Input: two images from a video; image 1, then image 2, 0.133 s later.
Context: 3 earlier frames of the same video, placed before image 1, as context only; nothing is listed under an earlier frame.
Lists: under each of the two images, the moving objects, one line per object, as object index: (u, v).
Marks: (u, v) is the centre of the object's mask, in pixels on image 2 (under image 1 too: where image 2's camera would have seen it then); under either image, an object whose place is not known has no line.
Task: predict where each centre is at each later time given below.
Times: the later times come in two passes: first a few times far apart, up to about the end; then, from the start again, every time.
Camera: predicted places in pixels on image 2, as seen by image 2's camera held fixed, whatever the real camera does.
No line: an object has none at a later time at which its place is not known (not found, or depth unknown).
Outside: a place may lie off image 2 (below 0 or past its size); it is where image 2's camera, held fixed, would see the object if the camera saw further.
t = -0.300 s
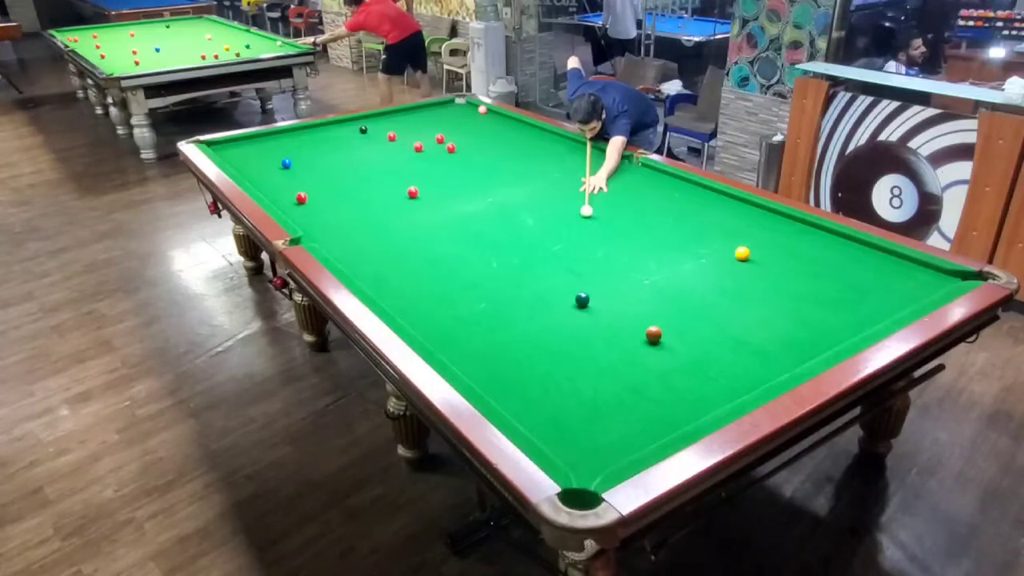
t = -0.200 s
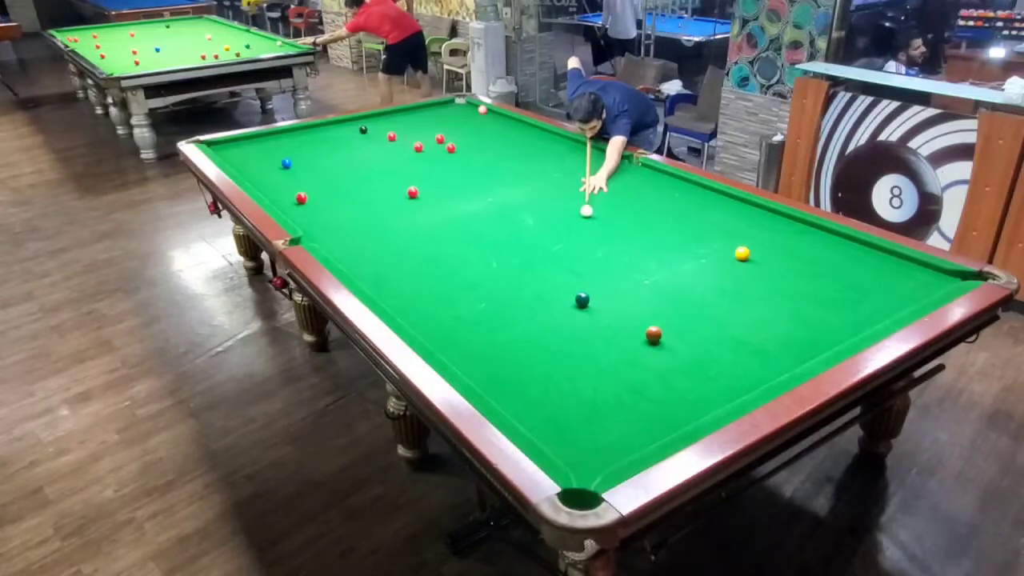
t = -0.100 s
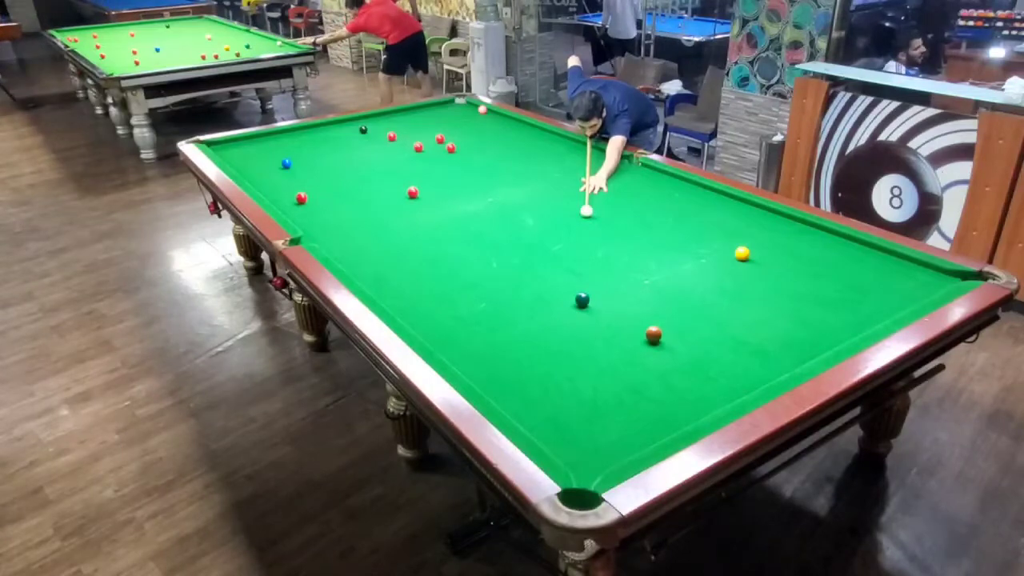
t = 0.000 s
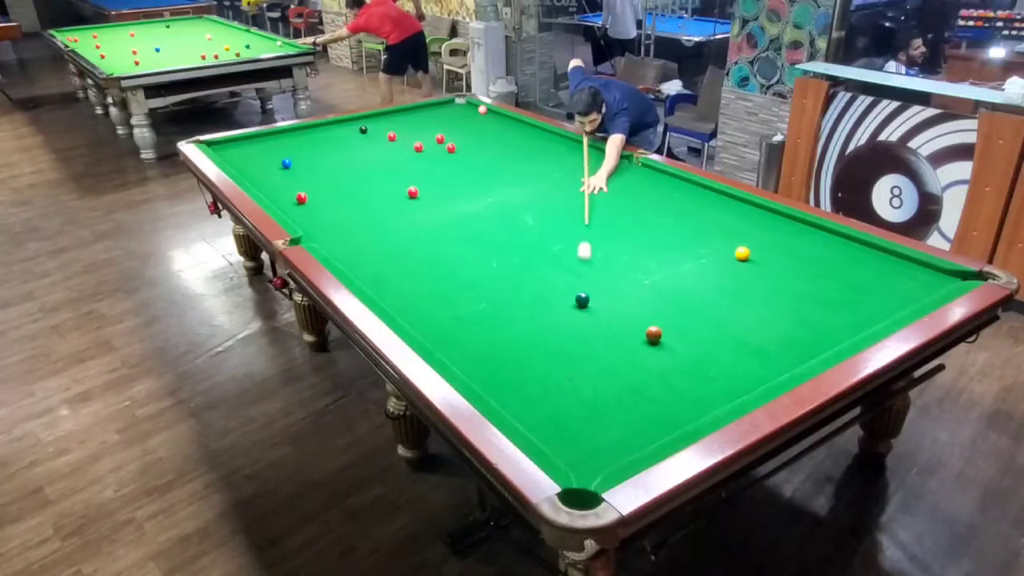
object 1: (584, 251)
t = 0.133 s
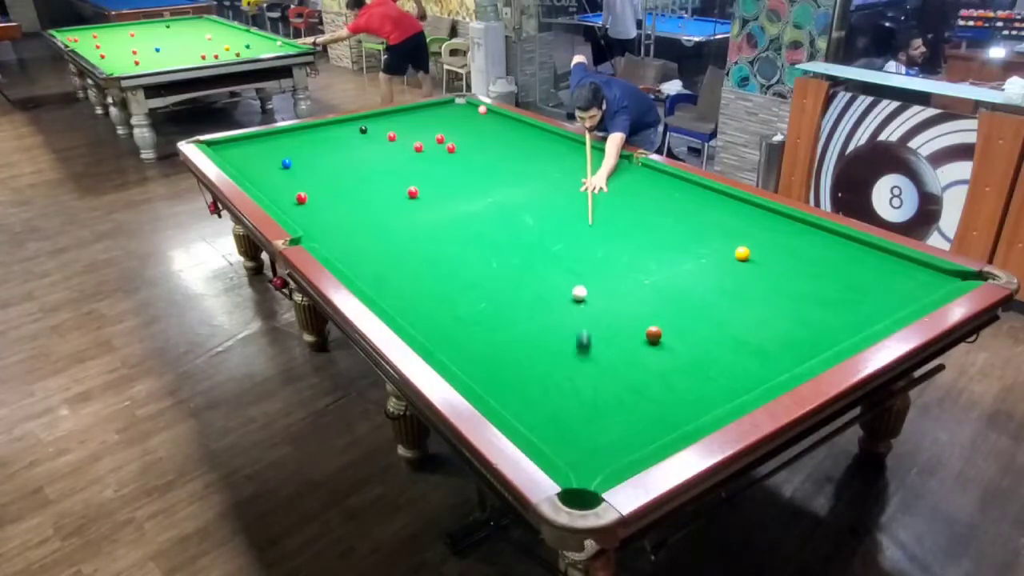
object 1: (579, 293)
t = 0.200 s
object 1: (577, 292)
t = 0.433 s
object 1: (570, 283)
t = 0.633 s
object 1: (566, 274)
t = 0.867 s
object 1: (562, 266)
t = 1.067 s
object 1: (558, 259)
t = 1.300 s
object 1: (554, 252)
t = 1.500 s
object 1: (552, 246)
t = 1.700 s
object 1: (549, 242)
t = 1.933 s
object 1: (547, 237)
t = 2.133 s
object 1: (545, 233)
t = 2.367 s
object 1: (543, 229)
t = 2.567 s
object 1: (542, 227)
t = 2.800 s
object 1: (540, 224)
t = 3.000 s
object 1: (540, 222)
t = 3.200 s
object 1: (539, 220)
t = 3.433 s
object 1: (539, 219)
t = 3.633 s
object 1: (539, 218)
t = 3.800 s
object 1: (539, 217)
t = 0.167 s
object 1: (578, 293)
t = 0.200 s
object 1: (577, 292)
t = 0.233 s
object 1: (575, 292)
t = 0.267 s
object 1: (575, 291)
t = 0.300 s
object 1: (574, 289)
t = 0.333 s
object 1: (573, 287)
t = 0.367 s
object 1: (572, 286)
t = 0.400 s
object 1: (571, 284)
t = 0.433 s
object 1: (570, 283)
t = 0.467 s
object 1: (570, 281)
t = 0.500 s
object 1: (569, 280)
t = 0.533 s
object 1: (568, 279)
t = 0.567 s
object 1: (567, 277)
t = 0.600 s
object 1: (566, 276)
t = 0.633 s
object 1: (566, 274)
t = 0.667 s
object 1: (565, 273)
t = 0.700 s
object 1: (565, 272)
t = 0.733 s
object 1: (564, 271)
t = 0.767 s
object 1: (564, 269)
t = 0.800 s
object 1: (563, 268)
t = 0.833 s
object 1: (562, 267)
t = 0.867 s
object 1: (562, 266)
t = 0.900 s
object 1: (561, 265)
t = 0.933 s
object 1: (560, 264)
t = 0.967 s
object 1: (560, 262)
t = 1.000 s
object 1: (559, 261)
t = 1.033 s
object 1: (559, 260)
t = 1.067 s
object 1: (558, 259)
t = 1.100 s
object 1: (557, 258)
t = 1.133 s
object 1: (557, 257)
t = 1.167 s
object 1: (556, 256)
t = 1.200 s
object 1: (556, 255)
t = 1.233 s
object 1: (555, 254)
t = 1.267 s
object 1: (555, 253)
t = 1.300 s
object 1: (554, 252)
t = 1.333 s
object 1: (554, 251)
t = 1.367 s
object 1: (553, 250)
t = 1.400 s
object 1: (553, 249)
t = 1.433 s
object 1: (553, 248)
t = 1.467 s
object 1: (552, 247)
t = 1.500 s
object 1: (552, 246)
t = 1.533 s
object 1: (551, 246)
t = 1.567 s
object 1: (551, 245)
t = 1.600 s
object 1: (550, 244)
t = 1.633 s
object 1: (550, 243)
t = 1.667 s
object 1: (550, 242)
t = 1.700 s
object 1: (549, 242)
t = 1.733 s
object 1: (549, 241)
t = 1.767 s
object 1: (548, 241)
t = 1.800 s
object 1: (548, 240)
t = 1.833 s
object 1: (548, 239)
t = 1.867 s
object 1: (547, 238)
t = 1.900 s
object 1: (547, 237)
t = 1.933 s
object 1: (547, 237)
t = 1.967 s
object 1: (546, 236)
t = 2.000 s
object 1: (546, 235)
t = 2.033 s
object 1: (546, 235)
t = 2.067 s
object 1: (545, 234)
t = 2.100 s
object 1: (545, 234)
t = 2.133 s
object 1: (545, 233)
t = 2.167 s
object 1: (544, 233)
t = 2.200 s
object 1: (544, 232)
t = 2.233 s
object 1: (544, 231)
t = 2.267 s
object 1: (544, 231)
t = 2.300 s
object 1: (543, 230)
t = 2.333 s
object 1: (543, 230)
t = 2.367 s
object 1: (543, 229)
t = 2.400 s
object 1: (543, 229)
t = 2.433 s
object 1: (542, 228)
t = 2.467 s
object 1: (542, 228)
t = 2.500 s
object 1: (542, 227)
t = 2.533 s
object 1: (542, 227)
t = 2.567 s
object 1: (542, 227)
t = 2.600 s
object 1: (541, 226)
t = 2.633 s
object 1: (541, 226)
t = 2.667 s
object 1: (541, 225)
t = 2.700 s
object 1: (541, 225)
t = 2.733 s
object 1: (541, 224)
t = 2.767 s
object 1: (541, 224)
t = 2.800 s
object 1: (540, 224)
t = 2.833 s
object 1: (540, 223)
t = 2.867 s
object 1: (540, 223)
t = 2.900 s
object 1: (540, 223)
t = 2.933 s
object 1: (540, 222)
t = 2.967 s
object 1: (540, 222)
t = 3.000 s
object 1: (540, 222)
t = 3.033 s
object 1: (540, 222)
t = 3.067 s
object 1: (540, 221)
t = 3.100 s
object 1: (539, 221)
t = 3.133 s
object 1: (539, 221)
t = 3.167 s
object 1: (539, 220)
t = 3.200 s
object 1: (539, 220)
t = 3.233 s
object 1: (539, 220)
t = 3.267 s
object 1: (539, 220)
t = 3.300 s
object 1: (539, 219)
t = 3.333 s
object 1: (539, 219)
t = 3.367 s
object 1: (539, 219)
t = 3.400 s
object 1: (539, 219)
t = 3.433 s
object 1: (539, 219)
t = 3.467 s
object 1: (539, 218)
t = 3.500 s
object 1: (539, 218)
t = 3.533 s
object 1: (539, 218)
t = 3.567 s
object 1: (539, 218)
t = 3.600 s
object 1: (539, 218)
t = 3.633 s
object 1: (539, 218)
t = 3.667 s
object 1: (539, 218)
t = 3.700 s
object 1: (539, 217)
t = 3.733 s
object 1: (539, 217)
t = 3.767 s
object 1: (539, 217)
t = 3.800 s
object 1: (539, 217)
